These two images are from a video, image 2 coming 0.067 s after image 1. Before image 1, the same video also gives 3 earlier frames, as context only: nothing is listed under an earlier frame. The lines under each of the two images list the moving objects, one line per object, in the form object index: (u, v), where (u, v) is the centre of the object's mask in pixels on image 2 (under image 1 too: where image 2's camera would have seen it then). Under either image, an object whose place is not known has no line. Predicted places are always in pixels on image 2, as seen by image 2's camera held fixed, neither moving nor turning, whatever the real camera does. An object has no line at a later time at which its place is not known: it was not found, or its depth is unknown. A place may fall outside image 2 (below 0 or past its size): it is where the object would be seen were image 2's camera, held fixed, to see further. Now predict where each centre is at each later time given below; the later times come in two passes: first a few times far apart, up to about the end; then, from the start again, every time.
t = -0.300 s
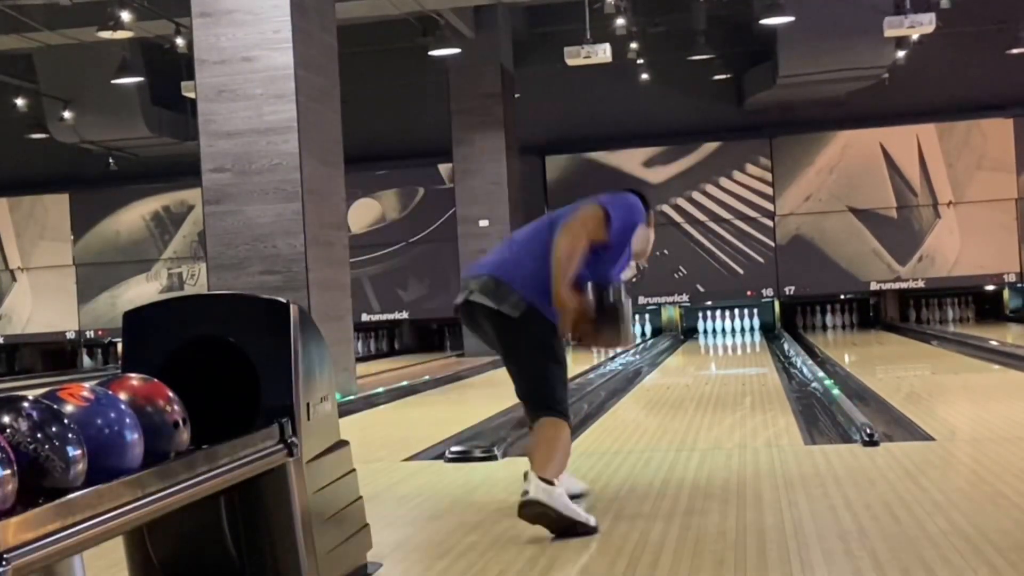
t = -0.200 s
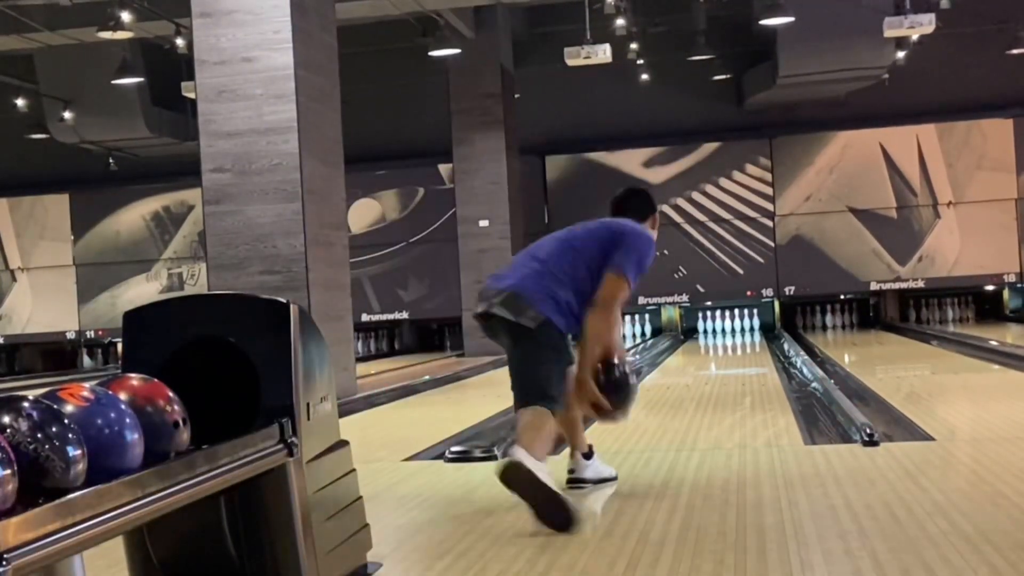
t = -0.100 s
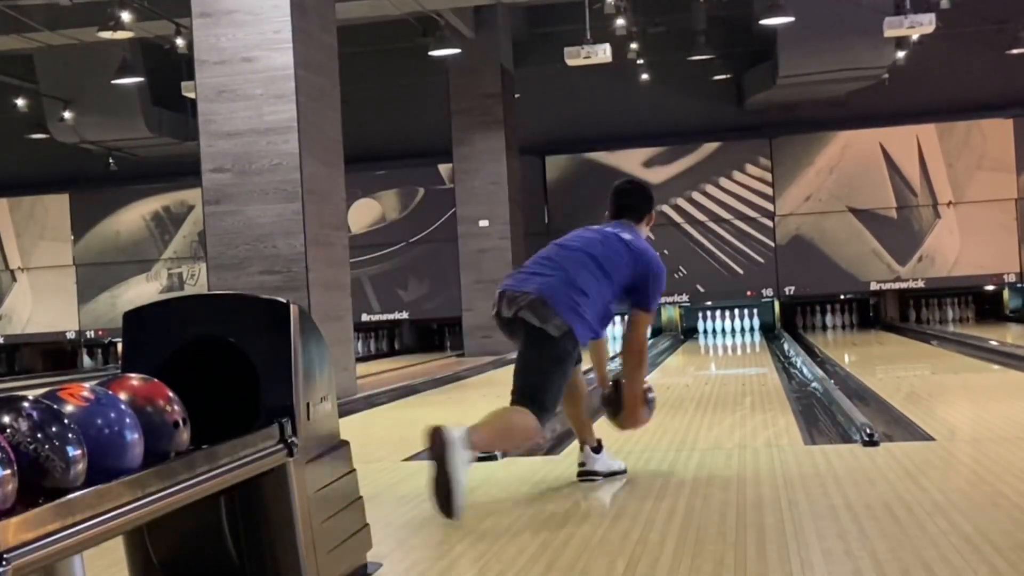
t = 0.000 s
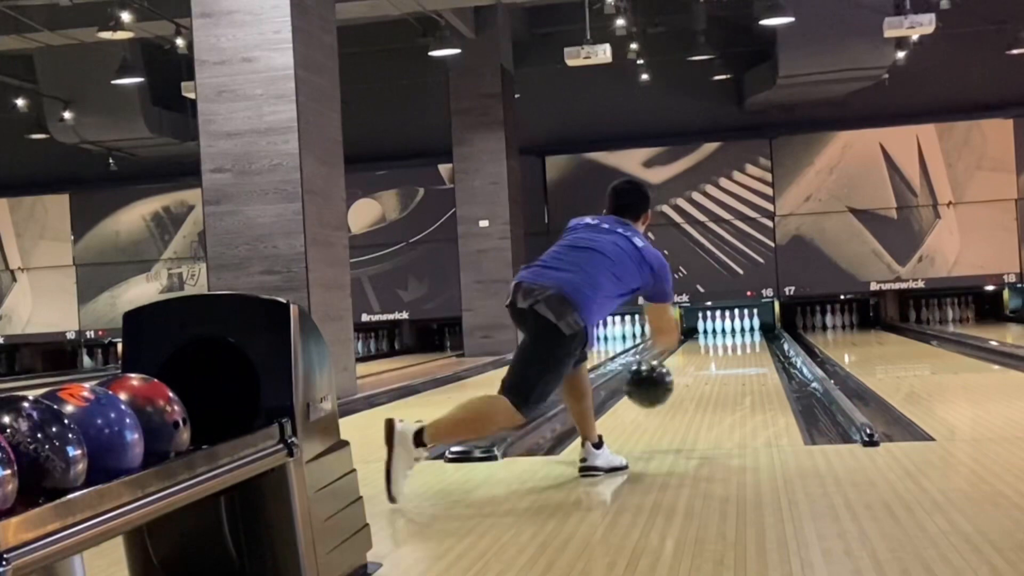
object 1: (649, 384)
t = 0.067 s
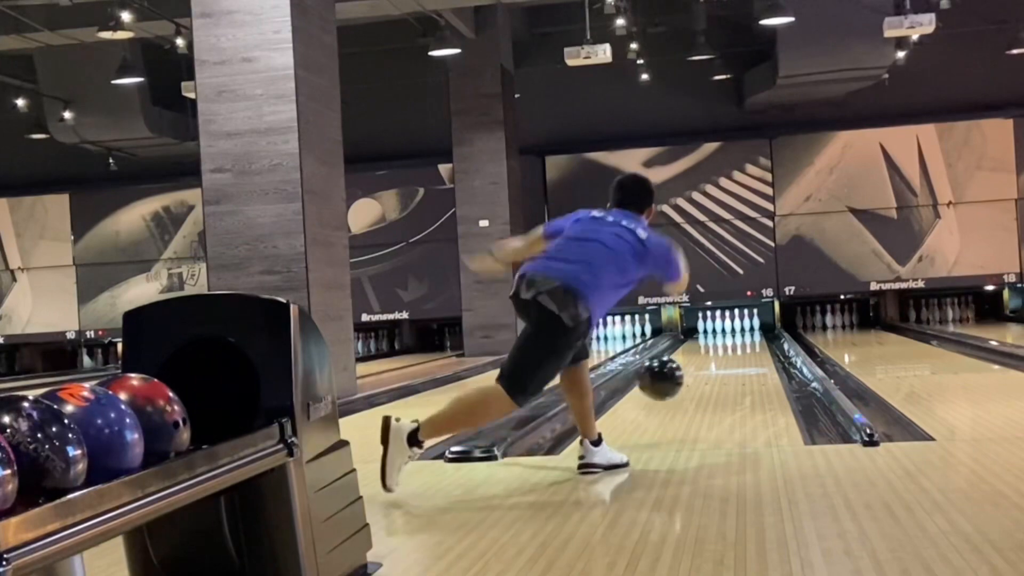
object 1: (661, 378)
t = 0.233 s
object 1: (685, 398)
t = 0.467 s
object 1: (706, 380)
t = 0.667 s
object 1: (719, 368)
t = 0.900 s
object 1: (730, 358)
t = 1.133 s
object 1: (737, 350)
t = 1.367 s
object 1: (743, 343)
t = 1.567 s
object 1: (746, 340)
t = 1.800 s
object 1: (748, 335)
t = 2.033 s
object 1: (747, 332)
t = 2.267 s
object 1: (743, 329)
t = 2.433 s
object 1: (739, 328)
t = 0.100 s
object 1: (665, 378)
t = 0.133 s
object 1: (670, 381)
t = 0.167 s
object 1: (676, 387)
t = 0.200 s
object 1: (681, 394)
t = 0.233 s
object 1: (685, 398)
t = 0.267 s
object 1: (689, 393)
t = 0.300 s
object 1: (692, 389)
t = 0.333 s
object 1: (695, 389)
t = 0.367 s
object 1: (698, 387)
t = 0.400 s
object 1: (701, 384)
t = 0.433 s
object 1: (704, 382)
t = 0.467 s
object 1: (706, 380)
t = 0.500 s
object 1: (709, 378)
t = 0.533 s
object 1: (711, 376)
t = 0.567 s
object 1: (713, 374)
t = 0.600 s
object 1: (715, 372)
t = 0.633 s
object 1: (717, 370)
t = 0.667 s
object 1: (719, 368)
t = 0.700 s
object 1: (721, 367)
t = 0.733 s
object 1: (723, 365)
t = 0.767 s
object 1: (724, 363)
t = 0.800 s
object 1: (725, 362)
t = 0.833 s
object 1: (727, 361)
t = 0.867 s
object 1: (728, 360)
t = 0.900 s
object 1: (730, 358)
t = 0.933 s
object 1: (731, 357)
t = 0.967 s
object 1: (732, 356)
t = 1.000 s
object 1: (734, 355)
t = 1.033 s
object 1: (735, 353)
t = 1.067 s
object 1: (735, 352)
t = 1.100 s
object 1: (736, 351)
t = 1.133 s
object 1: (737, 350)
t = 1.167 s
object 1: (738, 349)
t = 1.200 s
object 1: (739, 349)
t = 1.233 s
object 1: (740, 347)
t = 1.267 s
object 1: (741, 346)
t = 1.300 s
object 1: (741, 345)
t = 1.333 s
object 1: (742, 344)
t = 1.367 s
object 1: (743, 343)
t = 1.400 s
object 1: (743, 342)
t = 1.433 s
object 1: (744, 342)
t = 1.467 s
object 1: (744, 341)
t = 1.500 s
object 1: (745, 341)
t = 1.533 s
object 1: (745, 340)
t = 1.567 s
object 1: (746, 340)
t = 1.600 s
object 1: (746, 339)
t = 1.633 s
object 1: (747, 339)
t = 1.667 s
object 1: (747, 338)
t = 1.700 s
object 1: (747, 338)
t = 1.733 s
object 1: (747, 337)
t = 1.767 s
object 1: (748, 336)
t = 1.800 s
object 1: (748, 335)
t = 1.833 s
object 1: (748, 335)
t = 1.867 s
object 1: (748, 334)
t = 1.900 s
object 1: (748, 334)
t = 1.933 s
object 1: (748, 333)
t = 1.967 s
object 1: (748, 333)
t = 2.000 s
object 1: (747, 332)
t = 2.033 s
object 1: (747, 332)
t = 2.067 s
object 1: (747, 332)
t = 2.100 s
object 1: (746, 331)
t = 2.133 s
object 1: (746, 331)
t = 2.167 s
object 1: (746, 331)
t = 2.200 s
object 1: (745, 330)
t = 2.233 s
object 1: (745, 330)
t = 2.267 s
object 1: (743, 329)
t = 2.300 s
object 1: (743, 329)
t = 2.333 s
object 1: (741, 329)
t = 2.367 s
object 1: (740, 329)
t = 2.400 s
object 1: (740, 328)
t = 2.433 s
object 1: (739, 328)
